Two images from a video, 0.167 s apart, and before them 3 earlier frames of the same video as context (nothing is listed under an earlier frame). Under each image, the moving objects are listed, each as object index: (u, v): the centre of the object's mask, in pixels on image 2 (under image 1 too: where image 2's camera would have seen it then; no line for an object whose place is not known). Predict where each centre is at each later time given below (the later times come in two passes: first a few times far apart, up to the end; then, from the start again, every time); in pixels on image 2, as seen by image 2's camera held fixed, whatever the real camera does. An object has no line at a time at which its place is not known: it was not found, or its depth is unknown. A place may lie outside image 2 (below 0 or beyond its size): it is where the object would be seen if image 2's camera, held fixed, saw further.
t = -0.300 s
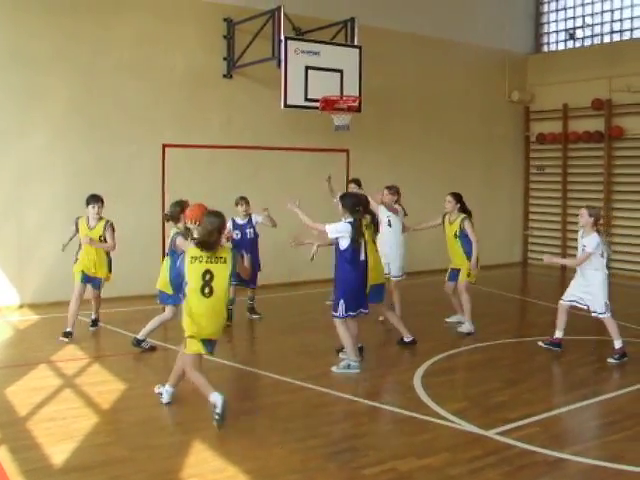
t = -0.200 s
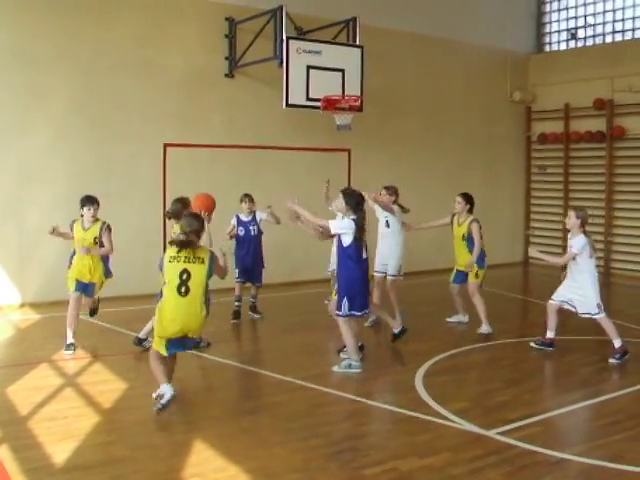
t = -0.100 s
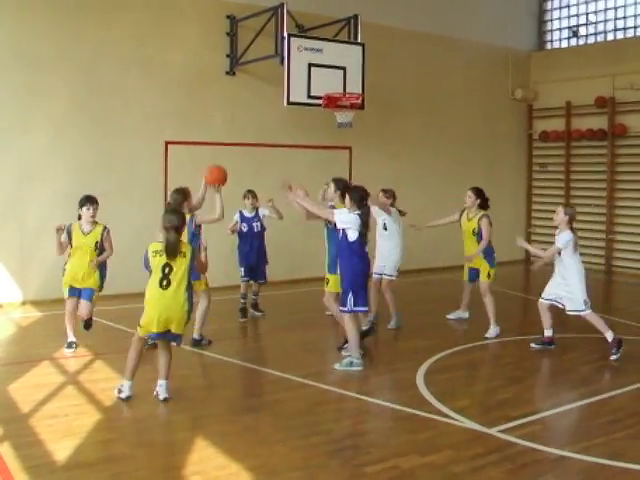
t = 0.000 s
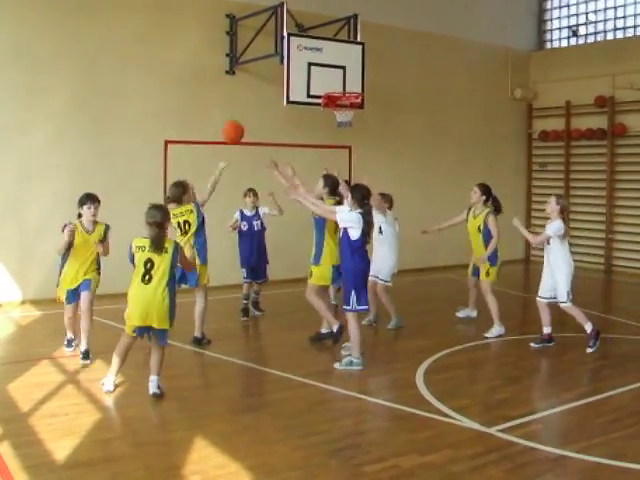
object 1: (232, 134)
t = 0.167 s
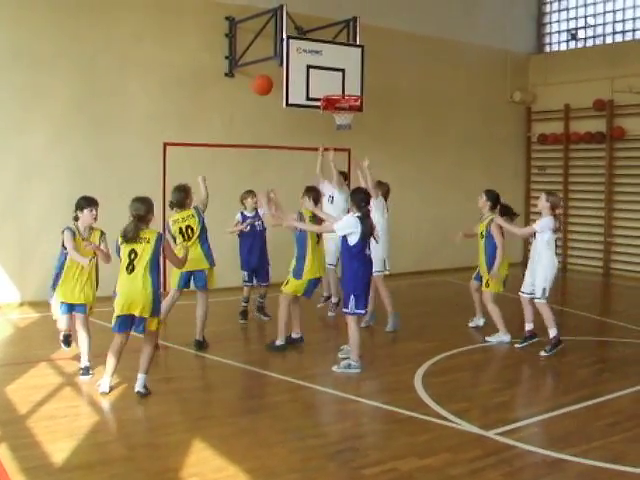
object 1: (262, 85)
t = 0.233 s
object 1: (272, 74)
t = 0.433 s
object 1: (300, 68)
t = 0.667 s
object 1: (343, 92)
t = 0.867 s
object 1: (360, 109)
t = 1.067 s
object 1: (351, 132)
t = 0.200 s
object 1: (267, 79)
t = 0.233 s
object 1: (272, 74)
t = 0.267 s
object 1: (276, 71)
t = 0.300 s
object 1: (282, 68)
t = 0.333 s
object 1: (287, 66)
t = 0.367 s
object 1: (292, 66)
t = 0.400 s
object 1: (296, 66)
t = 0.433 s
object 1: (300, 68)
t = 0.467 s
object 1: (304, 70)
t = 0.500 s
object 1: (308, 72)
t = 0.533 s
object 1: (314, 76)
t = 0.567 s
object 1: (321, 79)
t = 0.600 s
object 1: (328, 84)
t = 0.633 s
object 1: (334, 89)
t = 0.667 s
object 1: (343, 92)
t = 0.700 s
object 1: (349, 103)
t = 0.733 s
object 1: (357, 108)
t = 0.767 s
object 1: (360, 106)
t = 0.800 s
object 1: (360, 108)
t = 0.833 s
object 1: (360, 107)
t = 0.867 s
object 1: (360, 109)
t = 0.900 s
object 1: (358, 112)
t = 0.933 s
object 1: (357, 114)
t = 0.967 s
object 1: (355, 118)
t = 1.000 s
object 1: (354, 122)
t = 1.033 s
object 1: (353, 126)
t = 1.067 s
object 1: (351, 132)
